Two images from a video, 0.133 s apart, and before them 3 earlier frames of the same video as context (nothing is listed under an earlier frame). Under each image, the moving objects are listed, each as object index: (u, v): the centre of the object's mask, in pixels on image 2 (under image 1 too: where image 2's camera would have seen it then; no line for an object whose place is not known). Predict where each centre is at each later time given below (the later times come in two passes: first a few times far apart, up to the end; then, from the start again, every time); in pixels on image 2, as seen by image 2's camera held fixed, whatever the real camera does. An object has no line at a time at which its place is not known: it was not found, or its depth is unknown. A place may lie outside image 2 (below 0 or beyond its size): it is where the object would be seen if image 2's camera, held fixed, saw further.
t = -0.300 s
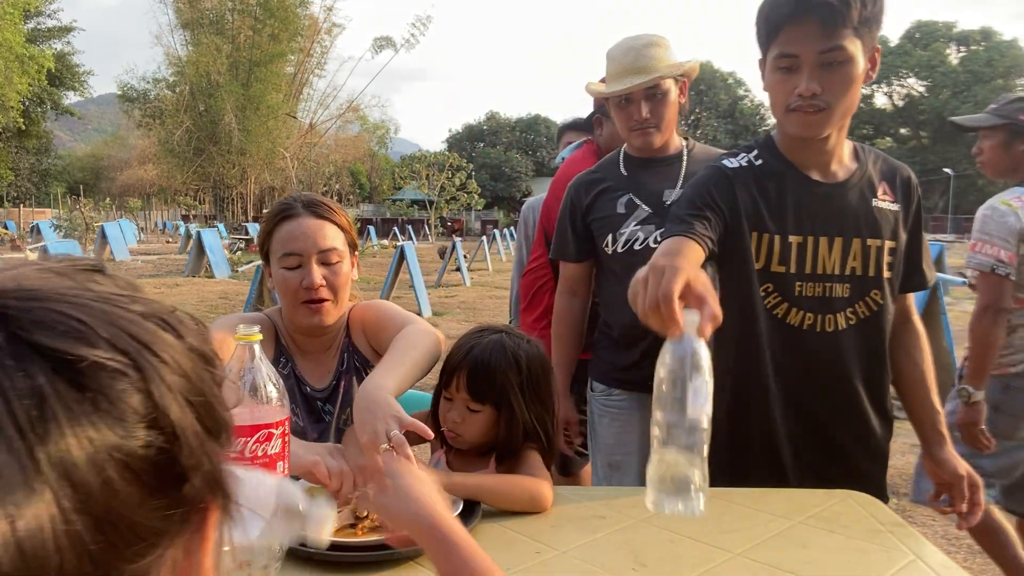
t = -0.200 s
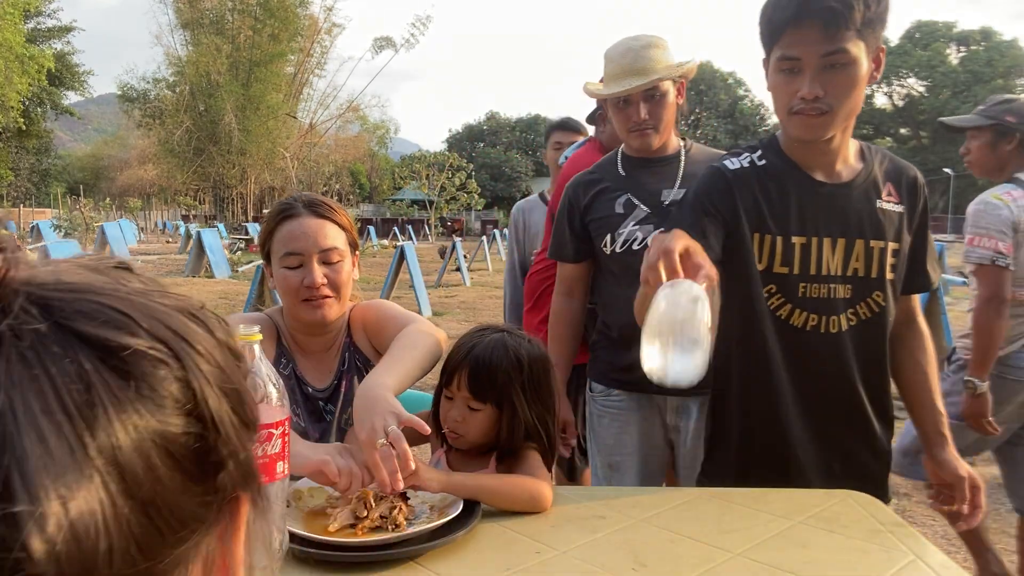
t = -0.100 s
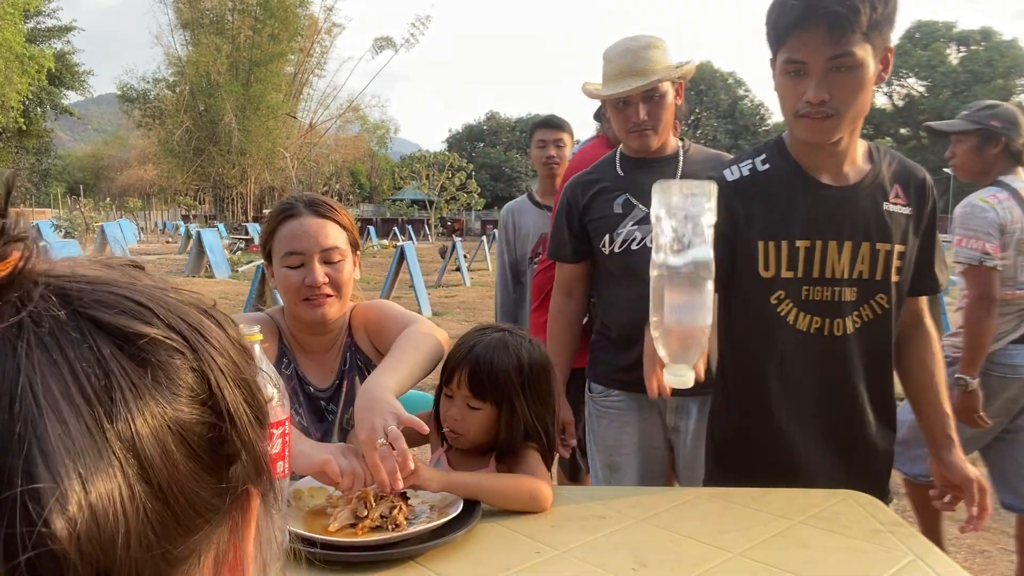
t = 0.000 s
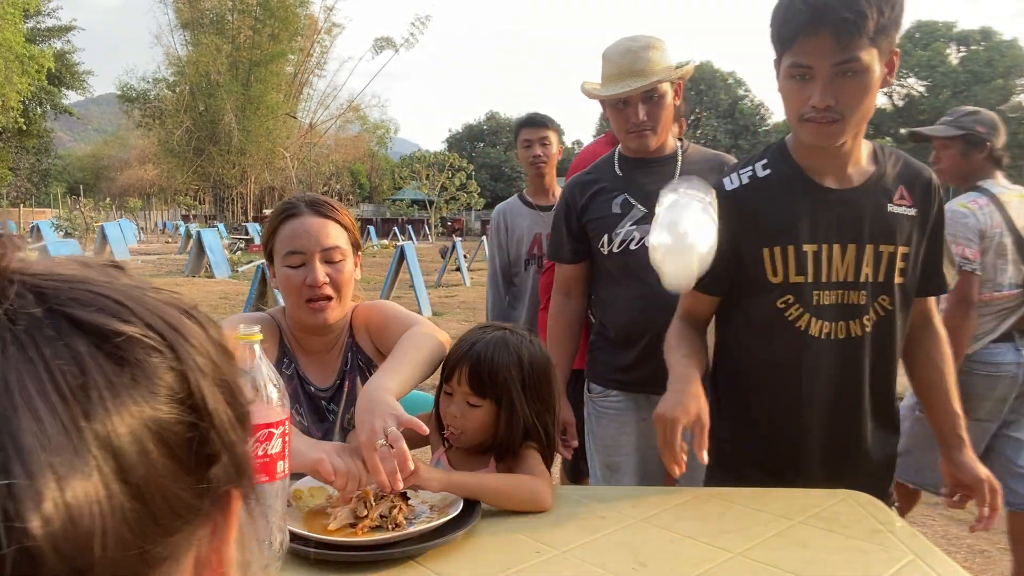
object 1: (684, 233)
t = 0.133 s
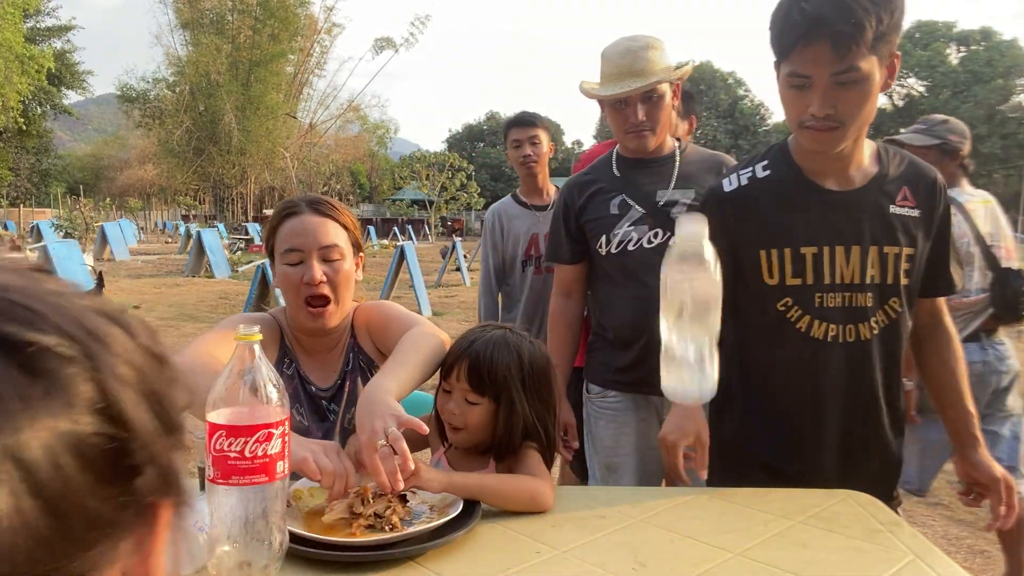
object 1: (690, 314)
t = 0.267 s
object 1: (684, 497)
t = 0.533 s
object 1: (688, 498)
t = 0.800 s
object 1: (685, 498)
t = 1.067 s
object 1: (685, 498)
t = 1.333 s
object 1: (685, 498)
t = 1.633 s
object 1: (685, 498)
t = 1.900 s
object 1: (685, 498)
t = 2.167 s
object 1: (685, 498)
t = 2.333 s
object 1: (685, 498)
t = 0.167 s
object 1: (691, 366)
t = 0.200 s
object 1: (690, 424)
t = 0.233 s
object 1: (690, 487)
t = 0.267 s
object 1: (684, 497)
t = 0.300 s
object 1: (678, 498)
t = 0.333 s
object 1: (675, 498)
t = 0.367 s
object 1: (674, 498)
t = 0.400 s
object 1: (675, 497)
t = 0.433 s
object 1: (678, 497)
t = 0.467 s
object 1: (684, 497)
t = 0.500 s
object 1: (688, 498)
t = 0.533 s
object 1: (688, 498)
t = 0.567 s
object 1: (684, 498)
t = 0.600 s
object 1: (685, 498)
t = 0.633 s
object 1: (686, 498)
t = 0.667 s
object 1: (685, 498)
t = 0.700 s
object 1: (685, 498)
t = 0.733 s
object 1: (685, 498)
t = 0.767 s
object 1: (685, 498)
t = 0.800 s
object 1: (685, 498)
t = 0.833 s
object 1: (685, 498)
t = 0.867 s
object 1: (685, 498)
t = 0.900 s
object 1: (685, 498)
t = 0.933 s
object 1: (685, 498)
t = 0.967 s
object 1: (685, 498)
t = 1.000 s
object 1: (685, 498)
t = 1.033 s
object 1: (685, 498)
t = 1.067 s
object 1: (685, 498)
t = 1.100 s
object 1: (685, 498)
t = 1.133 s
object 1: (685, 498)
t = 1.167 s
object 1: (685, 498)
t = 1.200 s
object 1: (685, 498)
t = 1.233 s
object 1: (685, 498)
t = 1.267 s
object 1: (685, 498)
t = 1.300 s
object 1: (685, 498)
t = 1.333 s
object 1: (685, 498)
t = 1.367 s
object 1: (685, 498)
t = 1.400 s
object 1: (685, 498)
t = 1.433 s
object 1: (685, 498)
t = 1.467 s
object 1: (685, 498)
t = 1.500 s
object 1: (685, 498)
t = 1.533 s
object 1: (685, 498)
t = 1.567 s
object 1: (685, 498)
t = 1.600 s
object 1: (685, 498)
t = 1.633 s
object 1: (685, 498)
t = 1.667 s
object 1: (685, 498)
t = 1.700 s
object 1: (685, 498)
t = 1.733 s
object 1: (685, 498)
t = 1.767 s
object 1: (685, 498)
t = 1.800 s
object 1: (685, 497)
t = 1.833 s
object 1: (685, 498)
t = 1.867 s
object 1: (685, 498)
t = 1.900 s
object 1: (685, 498)
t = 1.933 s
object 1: (685, 498)
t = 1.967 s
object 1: (685, 498)
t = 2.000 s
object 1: (685, 498)
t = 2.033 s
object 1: (685, 498)
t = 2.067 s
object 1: (685, 498)
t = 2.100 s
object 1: (685, 498)
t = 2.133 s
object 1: (685, 498)
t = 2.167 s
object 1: (685, 498)
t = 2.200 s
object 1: (685, 498)
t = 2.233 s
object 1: (685, 498)
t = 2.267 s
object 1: (685, 498)
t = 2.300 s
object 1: (685, 498)
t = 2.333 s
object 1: (685, 498)
